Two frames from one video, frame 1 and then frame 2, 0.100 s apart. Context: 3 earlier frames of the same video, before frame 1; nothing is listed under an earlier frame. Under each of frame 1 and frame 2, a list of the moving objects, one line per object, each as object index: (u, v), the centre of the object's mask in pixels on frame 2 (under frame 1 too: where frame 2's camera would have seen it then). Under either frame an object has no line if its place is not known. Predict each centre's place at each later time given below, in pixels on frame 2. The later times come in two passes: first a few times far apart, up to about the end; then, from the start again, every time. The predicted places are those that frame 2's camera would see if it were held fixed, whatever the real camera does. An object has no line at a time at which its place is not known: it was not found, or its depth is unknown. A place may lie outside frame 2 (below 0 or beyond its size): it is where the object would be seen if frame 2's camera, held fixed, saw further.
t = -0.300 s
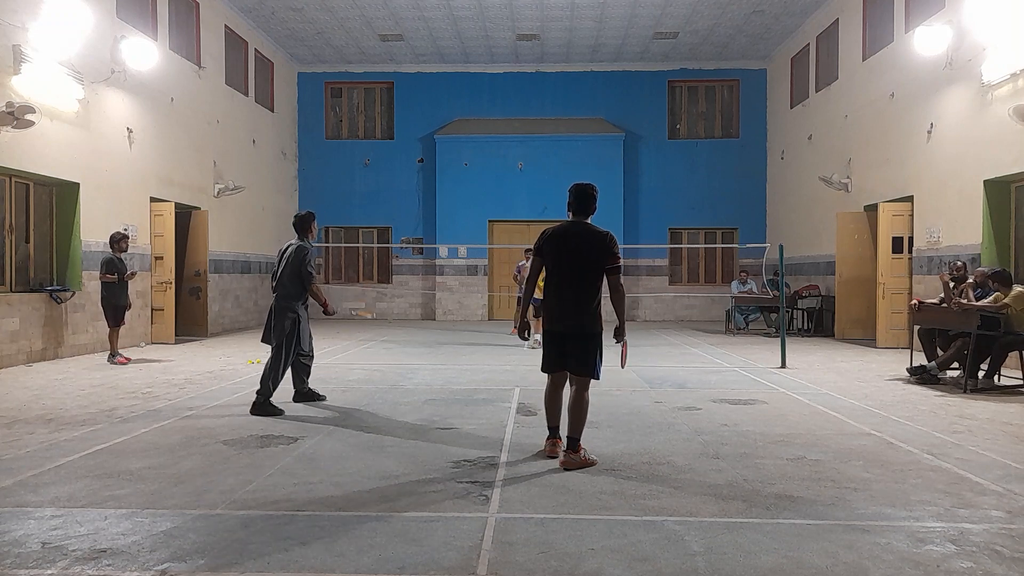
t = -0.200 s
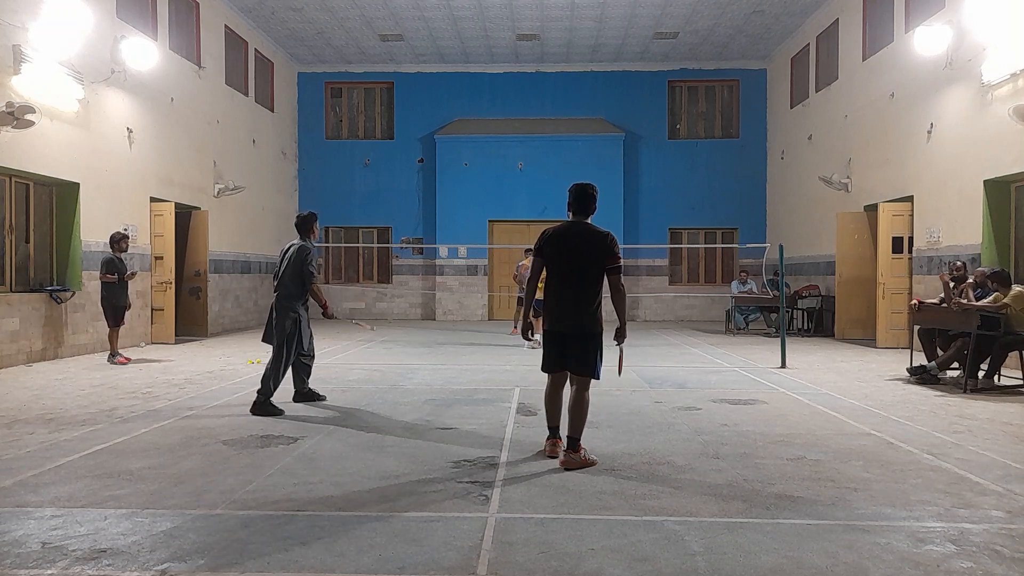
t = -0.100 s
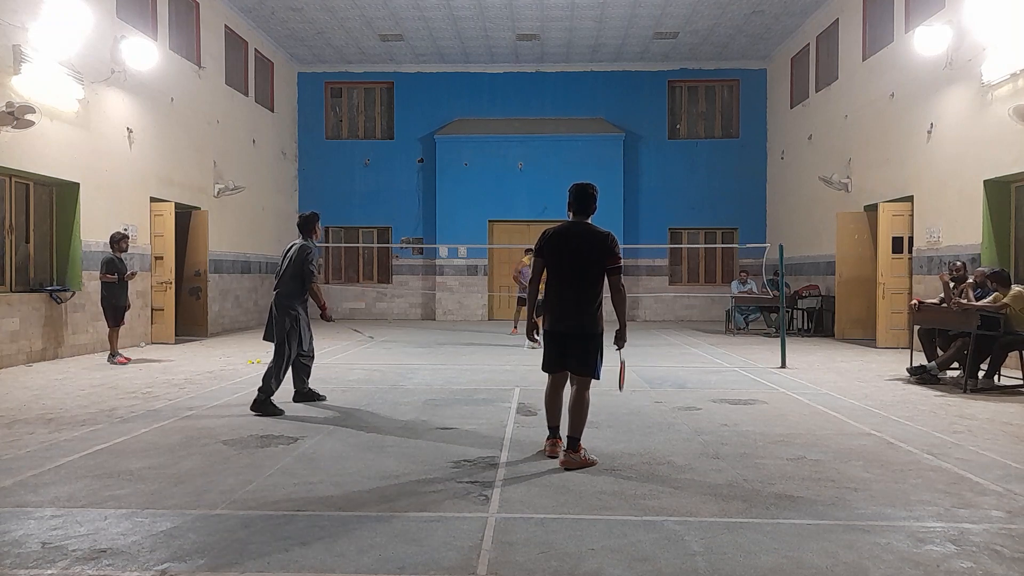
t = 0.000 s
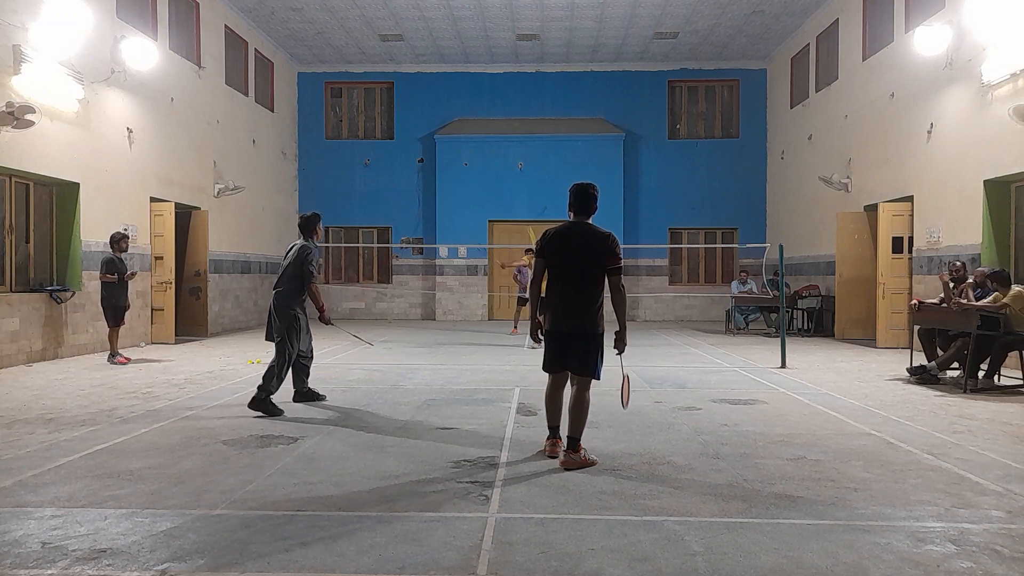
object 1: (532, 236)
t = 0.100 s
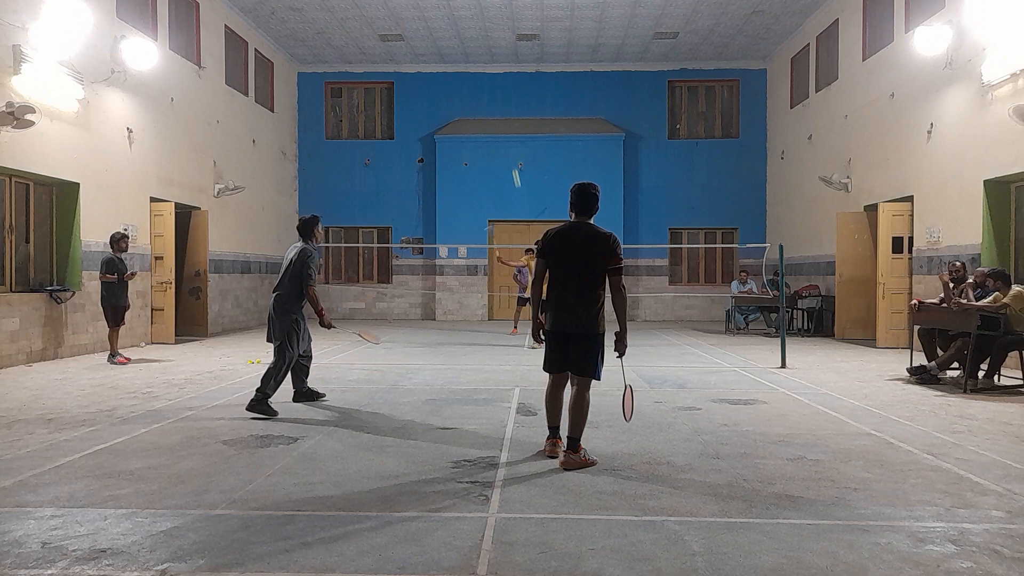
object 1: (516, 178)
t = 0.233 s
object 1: (500, 120)
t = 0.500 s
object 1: (467, 65)
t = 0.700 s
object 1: (440, 77)
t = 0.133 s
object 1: (512, 162)
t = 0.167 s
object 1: (508, 146)
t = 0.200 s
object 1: (504, 133)
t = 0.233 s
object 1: (500, 120)
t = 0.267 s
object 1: (496, 109)
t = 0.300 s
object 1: (492, 99)
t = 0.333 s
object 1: (488, 91)
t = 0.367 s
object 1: (484, 83)
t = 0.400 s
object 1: (480, 77)
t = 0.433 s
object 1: (476, 71)
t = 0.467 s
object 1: (472, 67)
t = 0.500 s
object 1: (467, 65)
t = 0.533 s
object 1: (463, 63)
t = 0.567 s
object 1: (458, 63)
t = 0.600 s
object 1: (454, 64)
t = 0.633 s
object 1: (449, 67)
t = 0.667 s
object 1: (445, 71)
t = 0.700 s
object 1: (440, 77)
